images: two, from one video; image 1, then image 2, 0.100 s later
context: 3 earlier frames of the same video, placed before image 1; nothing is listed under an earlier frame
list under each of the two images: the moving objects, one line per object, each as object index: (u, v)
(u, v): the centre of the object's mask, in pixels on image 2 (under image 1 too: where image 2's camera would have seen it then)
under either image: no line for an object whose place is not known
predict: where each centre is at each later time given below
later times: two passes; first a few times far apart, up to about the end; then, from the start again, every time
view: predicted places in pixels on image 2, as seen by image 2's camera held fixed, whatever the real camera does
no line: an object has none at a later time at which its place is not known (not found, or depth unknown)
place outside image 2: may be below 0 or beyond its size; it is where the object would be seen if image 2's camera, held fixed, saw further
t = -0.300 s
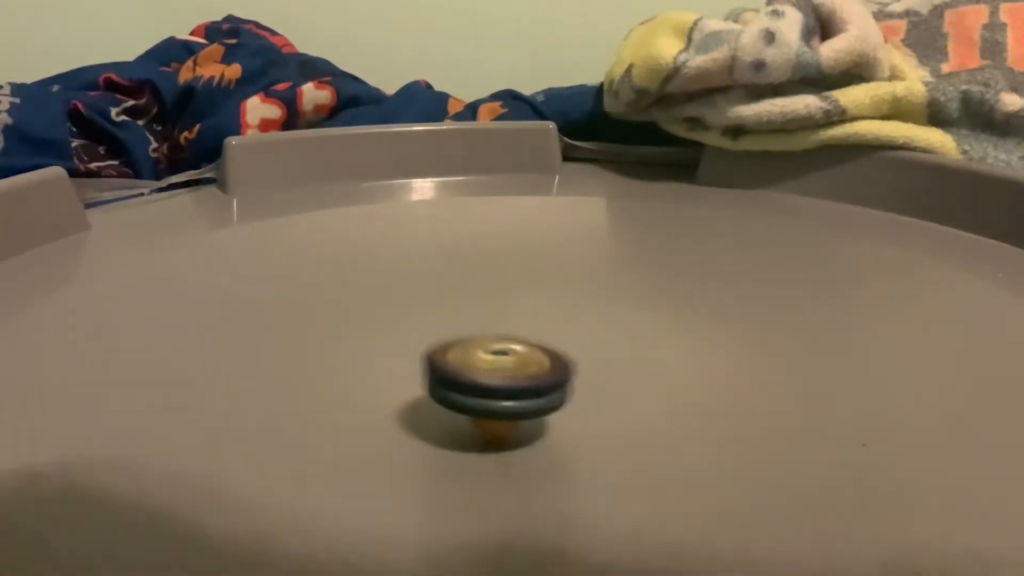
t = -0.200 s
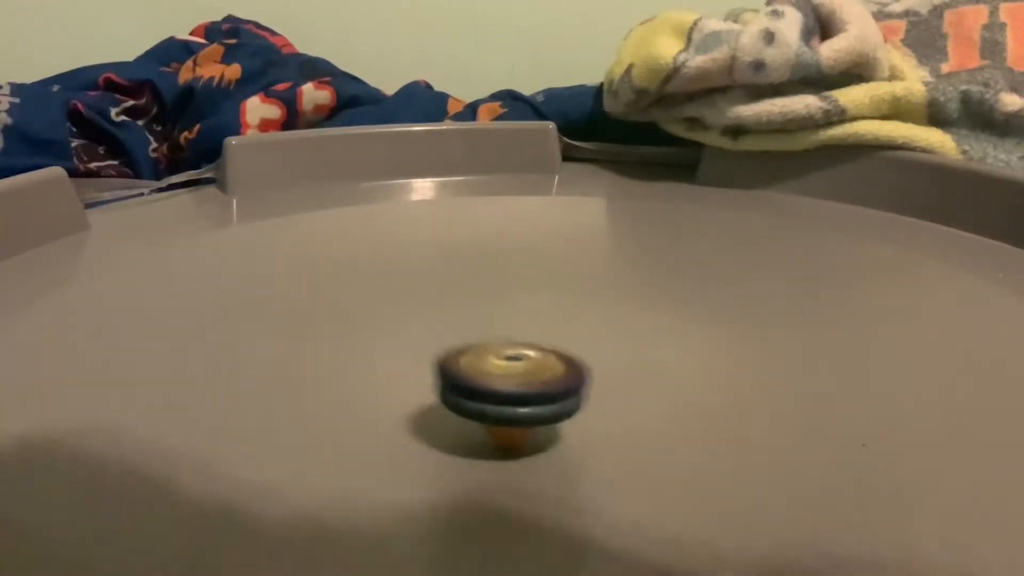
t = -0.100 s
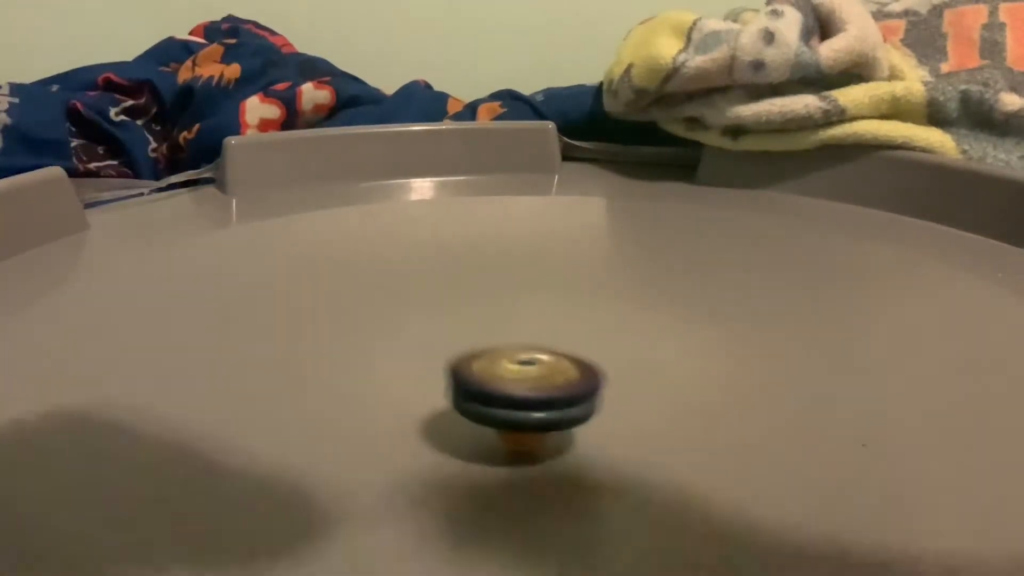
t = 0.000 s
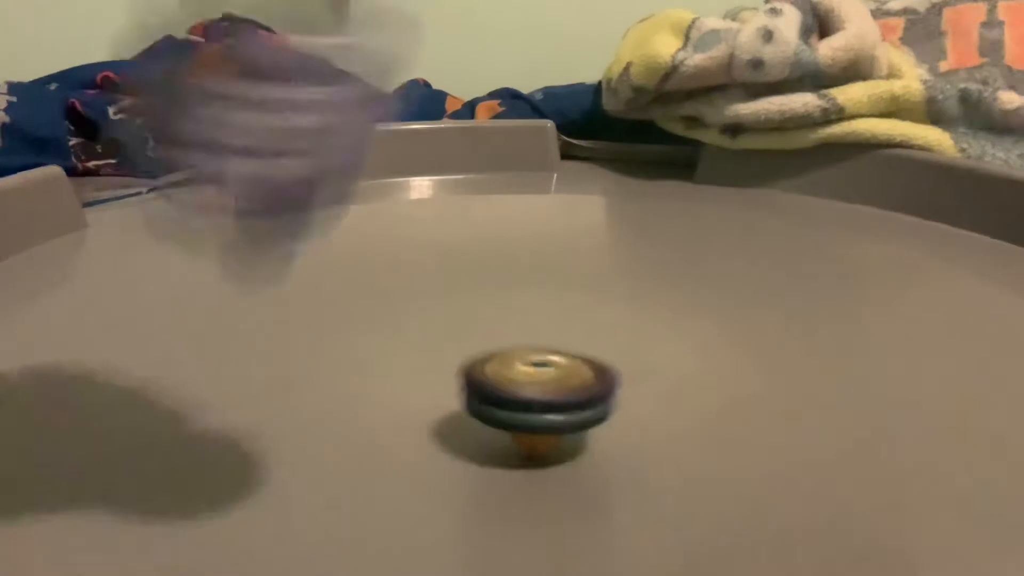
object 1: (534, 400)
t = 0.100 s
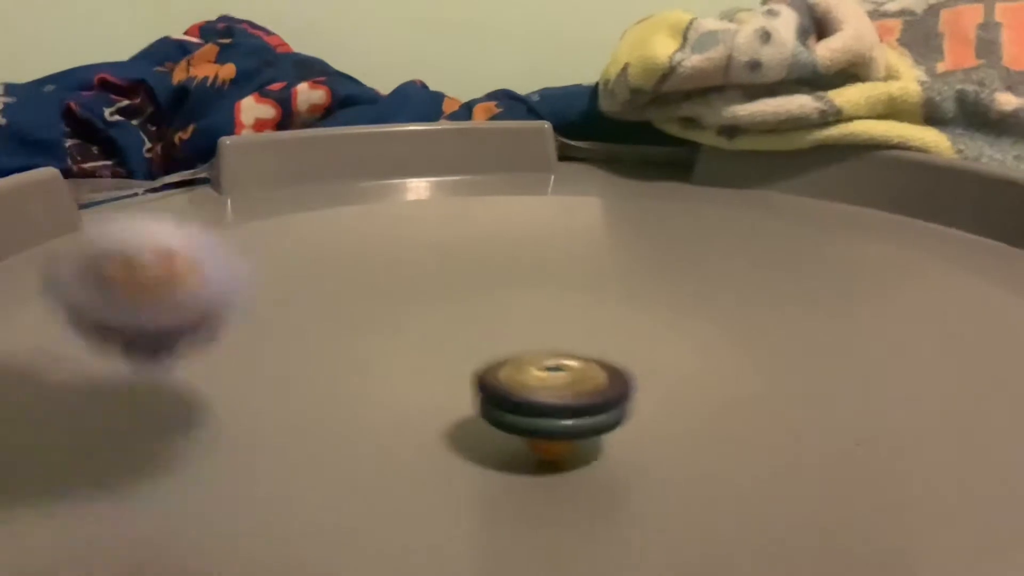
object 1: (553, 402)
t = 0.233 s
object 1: (575, 403)
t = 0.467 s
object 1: (615, 400)
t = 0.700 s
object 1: (646, 390)
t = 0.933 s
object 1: (667, 374)
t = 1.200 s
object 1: (675, 353)
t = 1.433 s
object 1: (662, 337)
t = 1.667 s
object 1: (636, 324)
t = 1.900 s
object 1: (602, 316)
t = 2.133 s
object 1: (560, 314)
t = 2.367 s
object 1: (523, 311)
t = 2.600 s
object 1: (495, 308)
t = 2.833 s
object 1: (475, 309)
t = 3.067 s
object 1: (466, 313)
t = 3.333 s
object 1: (465, 321)
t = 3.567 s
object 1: (474, 329)
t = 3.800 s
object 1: (490, 337)
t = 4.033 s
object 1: (512, 343)
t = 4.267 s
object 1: (535, 343)
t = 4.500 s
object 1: (558, 342)
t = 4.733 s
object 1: (575, 338)
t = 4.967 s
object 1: (582, 332)
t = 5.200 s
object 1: (579, 324)
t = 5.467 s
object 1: (566, 315)
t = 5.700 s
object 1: (549, 310)
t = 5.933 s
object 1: (532, 308)
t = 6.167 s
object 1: (514, 309)
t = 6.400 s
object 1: (497, 311)
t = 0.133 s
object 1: (558, 402)
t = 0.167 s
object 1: (565, 402)
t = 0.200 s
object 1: (570, 403)
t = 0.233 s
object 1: (575, 403)
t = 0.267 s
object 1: (581, 402)
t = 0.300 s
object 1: (587, 402)
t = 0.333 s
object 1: (593, 403)
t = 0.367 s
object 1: (600, 403)
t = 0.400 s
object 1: (605, 402)
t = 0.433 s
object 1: (610, 402)
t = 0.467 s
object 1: (615, 400)
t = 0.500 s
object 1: (621, 399)
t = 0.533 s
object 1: (626, 398)
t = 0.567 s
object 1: (627, 398)
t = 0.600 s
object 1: (634, 395)
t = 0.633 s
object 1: (639, 393)
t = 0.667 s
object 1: (641, 392)
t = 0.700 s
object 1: (646, 390)
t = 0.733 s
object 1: (650, 389)
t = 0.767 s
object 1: (654, 386)
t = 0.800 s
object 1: (657, 384)
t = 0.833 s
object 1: (660, 382)
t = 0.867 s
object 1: (663, 380)
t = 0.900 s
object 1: (665, 377)
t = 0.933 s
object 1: (667, 374)
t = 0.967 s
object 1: (669, 372)
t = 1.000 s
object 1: (671, 369)
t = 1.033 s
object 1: (672, 366)
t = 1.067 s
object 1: (674, 364)
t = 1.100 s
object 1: (674, 361)
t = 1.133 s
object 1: (675, 359)
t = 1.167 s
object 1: (675, 357)
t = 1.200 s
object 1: (675, 353)
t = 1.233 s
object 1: (674, 351)
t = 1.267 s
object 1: (672, 348)
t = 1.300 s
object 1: (670, 346)
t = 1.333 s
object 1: (669, 342)
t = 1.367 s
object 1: (666, 340)
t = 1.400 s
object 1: (665, 338)
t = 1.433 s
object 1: (662, 337)
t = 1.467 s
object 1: (659, 334)
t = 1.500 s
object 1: (656, 332)
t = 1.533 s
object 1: (653, 331)
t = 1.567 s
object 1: (649, 329)
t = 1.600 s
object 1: (645, 328)
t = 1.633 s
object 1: (640, 326)
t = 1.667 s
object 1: (636, 324)
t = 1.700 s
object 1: (631, 322)
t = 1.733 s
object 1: (627, 321)
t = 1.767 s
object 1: (622, 320)
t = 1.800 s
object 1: (617, 319)
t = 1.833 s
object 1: (612, 318)
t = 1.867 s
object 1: (606, 317)
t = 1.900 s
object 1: (602, 316)
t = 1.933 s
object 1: (596, 316)
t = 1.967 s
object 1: (591, 315)
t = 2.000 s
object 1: (585, 315)
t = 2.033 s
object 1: (579, 316)
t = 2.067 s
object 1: (573, 314)
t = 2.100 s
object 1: (566, 315)
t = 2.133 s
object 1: (560, 314)
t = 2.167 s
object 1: (555, 314)
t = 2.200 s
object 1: (549, 313)
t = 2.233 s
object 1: (543, 313)
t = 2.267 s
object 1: (539, 312)
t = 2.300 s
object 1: (534, 312)
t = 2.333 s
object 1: (528, 311)
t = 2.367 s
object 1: (523, 311)
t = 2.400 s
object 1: (518, 310)
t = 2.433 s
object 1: (514, 310)
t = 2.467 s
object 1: (510, 309)
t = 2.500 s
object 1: (506, 309)
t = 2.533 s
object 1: (502, 309)
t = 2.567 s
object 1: (498, 309)
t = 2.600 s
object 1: (495, 308)
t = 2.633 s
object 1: (491, 309)
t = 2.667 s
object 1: (489, 309)
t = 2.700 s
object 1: (485, 309)
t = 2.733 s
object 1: (483, 309)
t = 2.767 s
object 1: (480, 309)
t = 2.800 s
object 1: (477, 309)
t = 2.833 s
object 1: (475, 309)
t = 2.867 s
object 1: (473, 310)
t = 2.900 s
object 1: (472, 310)
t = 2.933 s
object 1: (470, 311)
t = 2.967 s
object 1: (468, 311)
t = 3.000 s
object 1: (467, 312)
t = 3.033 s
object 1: (466, 312)
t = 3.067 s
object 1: (466, 313)
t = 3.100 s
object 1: (465, 313)
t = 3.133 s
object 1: (464, 314)
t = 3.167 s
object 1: (464, 315)
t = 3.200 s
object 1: (465, 316)
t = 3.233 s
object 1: (464, 316)
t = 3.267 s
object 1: (465, 319)
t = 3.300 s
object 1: (465, 320)
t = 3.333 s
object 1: (465, 321)
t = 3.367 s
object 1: (466, 321)
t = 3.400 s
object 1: (467, 323)
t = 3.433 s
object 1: (468, 324)
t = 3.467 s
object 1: (470, 325)
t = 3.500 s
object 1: (472, 327)
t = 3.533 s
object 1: (473, 328)
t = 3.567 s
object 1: (474, 329)
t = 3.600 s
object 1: (476, 331)
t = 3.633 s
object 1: (478, 332)
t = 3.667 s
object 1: (480, 333)
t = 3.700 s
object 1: (483, 334)
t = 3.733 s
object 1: (486, 335)
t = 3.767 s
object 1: (488, 336)
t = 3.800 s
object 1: (490, 337)
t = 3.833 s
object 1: (493, 338)
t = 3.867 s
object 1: (496, 339)
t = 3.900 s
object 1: (499, 340)
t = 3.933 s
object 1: (502, 341)
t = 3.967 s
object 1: (506, 342)
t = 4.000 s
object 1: (509, 342)
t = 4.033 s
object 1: (512, 343)
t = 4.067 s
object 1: (515, 343)
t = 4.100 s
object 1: (518, 344)
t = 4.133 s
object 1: (521, 344)
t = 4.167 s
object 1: (524, 344)
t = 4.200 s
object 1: (527, 344)
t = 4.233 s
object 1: (531, 344)
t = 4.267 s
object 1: (535, 343)
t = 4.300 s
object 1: (538, 343)
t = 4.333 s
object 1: (542, 343)
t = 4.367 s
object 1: (545, 343)
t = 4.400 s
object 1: (548, 343)
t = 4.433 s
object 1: (552, 343)
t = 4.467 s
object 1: (555, 342)
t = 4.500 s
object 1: (558, 342)
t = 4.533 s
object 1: (561, 342)
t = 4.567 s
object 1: (563, 341)
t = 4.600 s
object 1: (566, 341)
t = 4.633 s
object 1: (569, 341)
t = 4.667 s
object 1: (571, 340)
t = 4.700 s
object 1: (573, 339)
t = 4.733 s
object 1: (575, 338)
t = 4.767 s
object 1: (577, 338)
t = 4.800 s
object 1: (578, 336)
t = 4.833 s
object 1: (579, 335)
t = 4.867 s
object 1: (580, 335)
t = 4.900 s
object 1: (581, 334)
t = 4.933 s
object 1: (582, 333)
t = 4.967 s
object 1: (582, 332)
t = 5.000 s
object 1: (582, 331)
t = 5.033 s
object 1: (582, 330)
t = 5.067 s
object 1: (582, 328)
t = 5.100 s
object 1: (582, 327)
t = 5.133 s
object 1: (581, 326)
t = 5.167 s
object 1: (580, 325)
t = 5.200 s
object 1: (579, 324)
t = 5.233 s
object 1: (578, 322)
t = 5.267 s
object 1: (577, 321)
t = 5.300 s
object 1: (576, 320)
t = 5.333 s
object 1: (574, 319)
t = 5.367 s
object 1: (572, 319)
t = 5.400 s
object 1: (570, 317)
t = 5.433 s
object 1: (568, 317)
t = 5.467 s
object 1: (566, 315)
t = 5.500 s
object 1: (565, 314)
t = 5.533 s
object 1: (562, 313)
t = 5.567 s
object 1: (560, 313)
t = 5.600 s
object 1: (558, 312)
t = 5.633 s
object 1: (555, 311)
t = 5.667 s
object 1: (552, 310)
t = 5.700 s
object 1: (549, 310)
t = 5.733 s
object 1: (547, 309)
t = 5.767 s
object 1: (544, 309)
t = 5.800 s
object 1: (542, 310)
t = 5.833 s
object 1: (539, 308)
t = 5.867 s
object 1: (537, 308)
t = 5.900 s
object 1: (534, 308)
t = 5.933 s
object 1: (532, 308)
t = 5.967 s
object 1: (530, 308)
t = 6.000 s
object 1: (527, 308)
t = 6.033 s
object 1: (524, 309)
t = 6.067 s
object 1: (522, 308)
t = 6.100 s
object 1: (519, 308)
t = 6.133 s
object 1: (515, 310)
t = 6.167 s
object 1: (514, 309)
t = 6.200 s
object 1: (511, 309)
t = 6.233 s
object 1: (508, 309)
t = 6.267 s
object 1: (506, 310)
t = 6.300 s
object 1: (504, 311)
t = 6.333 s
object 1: (501, 310)
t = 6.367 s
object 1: (499, 311)
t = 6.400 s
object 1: (497, 311)
